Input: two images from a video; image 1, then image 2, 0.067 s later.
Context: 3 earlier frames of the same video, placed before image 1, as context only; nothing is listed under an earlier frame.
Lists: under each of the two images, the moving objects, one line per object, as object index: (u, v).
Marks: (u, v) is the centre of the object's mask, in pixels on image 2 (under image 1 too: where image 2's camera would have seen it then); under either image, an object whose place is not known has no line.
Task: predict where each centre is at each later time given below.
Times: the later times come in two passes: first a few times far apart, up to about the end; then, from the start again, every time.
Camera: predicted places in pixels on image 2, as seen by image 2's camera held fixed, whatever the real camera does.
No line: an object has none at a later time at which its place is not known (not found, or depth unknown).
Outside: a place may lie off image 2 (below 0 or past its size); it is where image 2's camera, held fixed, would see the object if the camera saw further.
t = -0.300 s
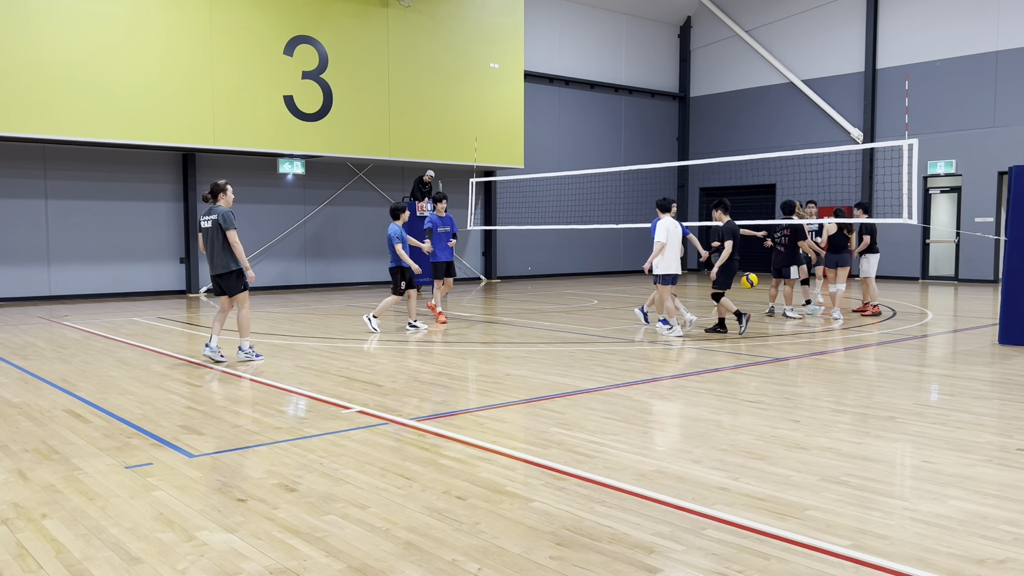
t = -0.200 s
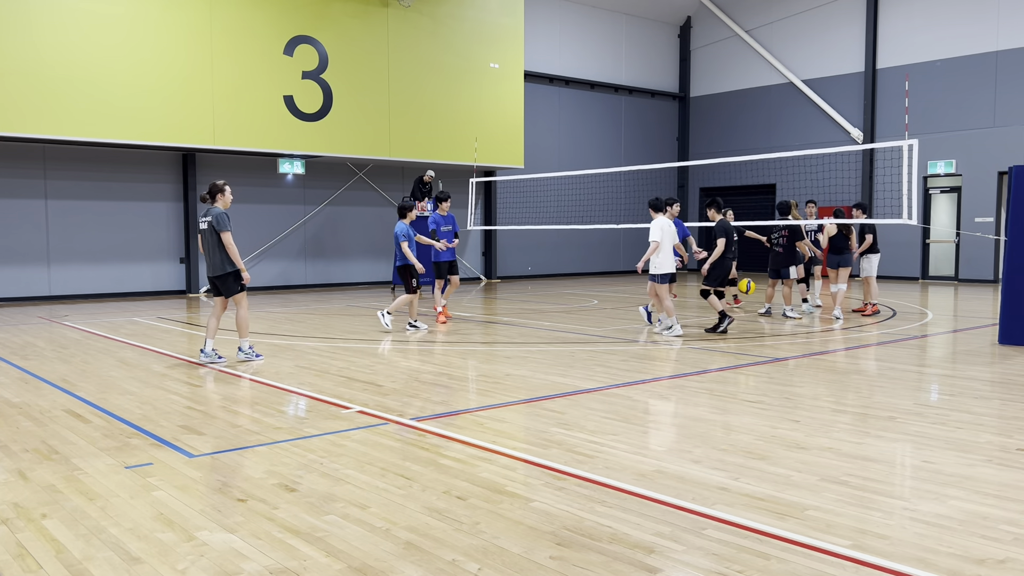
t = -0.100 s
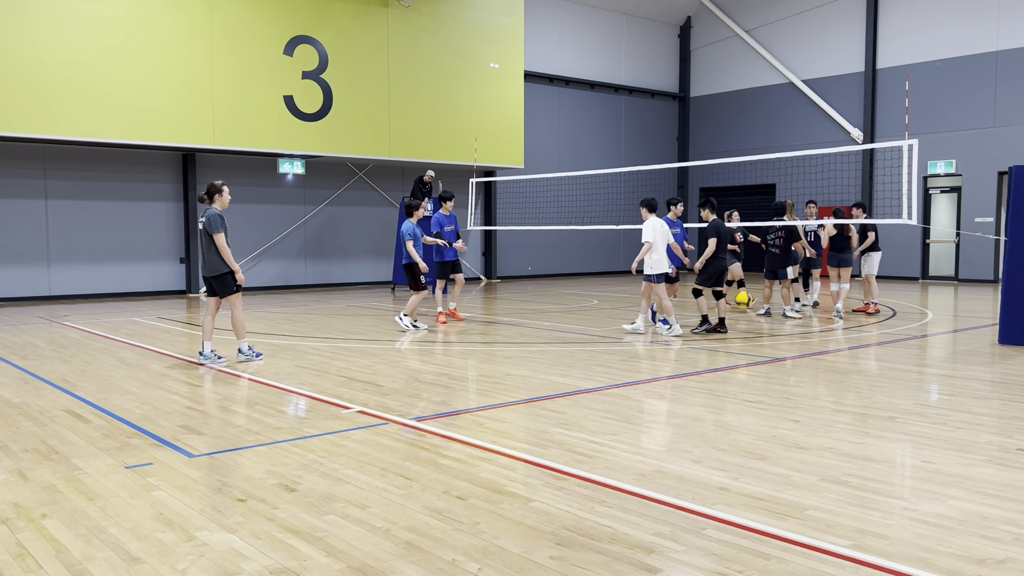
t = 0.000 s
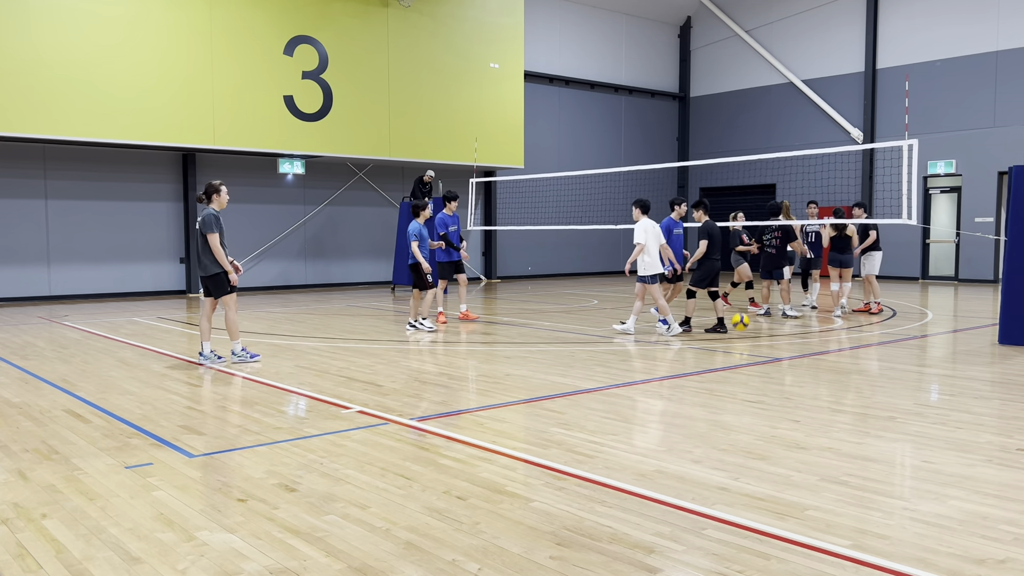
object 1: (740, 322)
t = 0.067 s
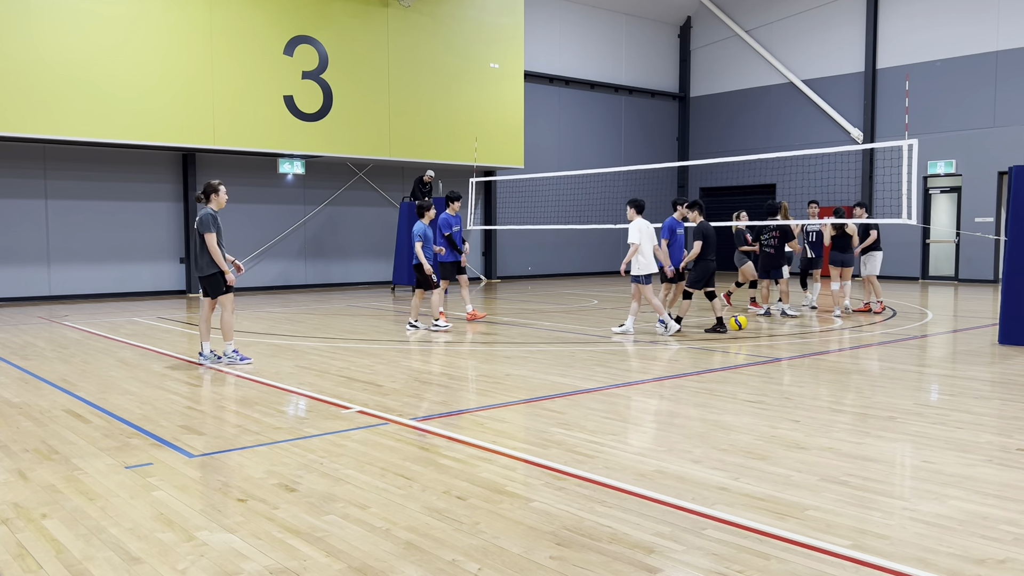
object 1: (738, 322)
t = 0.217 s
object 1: (733, 303)
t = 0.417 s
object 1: (726, 305)
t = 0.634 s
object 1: (718, 332)
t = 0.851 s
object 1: (710, 318)
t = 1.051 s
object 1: (701, 340)
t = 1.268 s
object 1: (692, 331)
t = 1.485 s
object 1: (682, 347)
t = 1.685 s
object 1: (673, 345)
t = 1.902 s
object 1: (663, 350)
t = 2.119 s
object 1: (652, 357)
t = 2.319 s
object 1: (641, 363)
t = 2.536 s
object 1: (629, 368)
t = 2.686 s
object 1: (620, 373)
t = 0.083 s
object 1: (738, 319)
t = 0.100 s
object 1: (737, 317)
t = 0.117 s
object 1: (737, 314)
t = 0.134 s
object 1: (736, 312)
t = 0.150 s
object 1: (736, 310)
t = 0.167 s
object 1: (735, 308)
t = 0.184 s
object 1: (735, 306)
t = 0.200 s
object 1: (734, 305)
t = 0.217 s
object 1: (733, 303)
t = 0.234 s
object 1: (733, 302)
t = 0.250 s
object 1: (732, 302)
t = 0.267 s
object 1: (732, 301)
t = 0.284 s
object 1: (731, 300)
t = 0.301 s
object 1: (730, 300)
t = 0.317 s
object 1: (730, 300)
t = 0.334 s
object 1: (729, 300)
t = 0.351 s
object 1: (729, 301)
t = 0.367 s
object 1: (728, 302)
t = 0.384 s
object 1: (728, 303)
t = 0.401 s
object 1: (727, 304)
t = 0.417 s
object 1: (726, 305)
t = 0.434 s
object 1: (726, 307)
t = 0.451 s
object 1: (725, 308)
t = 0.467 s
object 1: (724, 311)
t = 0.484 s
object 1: (724, 313)
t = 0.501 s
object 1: (723, 316)
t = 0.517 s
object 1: (722, 319)
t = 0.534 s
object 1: (722, 322)
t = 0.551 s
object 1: (721, 325)
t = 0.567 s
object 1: (721, 328)
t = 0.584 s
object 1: (720, 333)
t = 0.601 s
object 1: (719, 336)
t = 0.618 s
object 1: (719, 335)
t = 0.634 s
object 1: (718, 332)
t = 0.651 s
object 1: (717, 330)
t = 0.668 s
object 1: (717, 328)
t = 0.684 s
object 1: (716, 326)
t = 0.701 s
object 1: (716, 324)
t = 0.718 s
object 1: (715, 322)
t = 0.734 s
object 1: (715, 320)
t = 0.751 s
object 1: (714, 319)
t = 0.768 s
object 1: (713, 319)
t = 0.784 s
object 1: (712, 318)
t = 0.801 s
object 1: (712, 318)
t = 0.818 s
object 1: (711, 317)
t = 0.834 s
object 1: (710, 317)
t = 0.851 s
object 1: (710, 318)
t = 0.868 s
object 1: (709, 318)
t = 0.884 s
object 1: (708, 319)
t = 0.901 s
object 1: (708, 320)
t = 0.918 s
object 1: (707, 321)
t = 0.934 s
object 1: (707, 323)
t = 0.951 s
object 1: (706, 324)
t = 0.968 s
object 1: (705, 326)
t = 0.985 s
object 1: (704, 328)
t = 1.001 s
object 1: (704, 331)
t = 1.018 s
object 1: (703, 334)
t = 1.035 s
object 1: (702, 336)
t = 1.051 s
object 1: (701, 340)
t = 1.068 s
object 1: (701, 344)
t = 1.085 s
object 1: (700, 343)
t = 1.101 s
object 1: (699, 340)
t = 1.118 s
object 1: (699, 338)
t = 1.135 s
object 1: (698, 336)
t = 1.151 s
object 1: (697, 335)
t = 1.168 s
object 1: (697, 333)
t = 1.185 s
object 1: (696, 332)
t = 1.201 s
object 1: (695, 332)
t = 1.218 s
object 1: (694, 331)
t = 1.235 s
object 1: (694, 331)
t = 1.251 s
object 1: (693, 331)
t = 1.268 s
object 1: (692, 331)
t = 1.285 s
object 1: (691, 331)
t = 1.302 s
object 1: (690, 332)
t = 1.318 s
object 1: (690, 333)
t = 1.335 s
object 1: (689, 334)
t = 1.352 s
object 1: (688, 336)
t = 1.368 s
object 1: (687, 337)
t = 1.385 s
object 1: (687, 339)
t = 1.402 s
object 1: (686, 342)
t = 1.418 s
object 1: (685, 344)
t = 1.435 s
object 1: (685, 348)
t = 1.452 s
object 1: (684, 350)
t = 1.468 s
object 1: (683, 349)
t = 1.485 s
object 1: (682, 347)
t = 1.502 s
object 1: (681, 345)
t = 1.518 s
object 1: (681, 344)
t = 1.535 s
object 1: (680, 343)
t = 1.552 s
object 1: (679, 342)
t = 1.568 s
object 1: (679, 342)
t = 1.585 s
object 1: (678, 341)
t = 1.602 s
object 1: (677, 341)
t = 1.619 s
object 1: (676, 341)
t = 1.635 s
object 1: (676, 342)
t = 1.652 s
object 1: (675, 343)
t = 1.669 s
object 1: (674, 344)
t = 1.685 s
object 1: (673, 345)
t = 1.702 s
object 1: (672, 347)
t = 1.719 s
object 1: (672, 349)
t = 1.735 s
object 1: (671, 351)
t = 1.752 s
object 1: (670, 354)
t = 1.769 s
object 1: (669, 356)
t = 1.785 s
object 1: (668, 354)
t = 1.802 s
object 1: (668, 353)
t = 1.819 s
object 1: (667, 352)
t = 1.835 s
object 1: (666, 351)
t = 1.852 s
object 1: (665, 350)
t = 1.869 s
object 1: (665, 350)
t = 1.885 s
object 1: (664, 350)
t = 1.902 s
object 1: (663, 350)
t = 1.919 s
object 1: (662, 350)
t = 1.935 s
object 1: (661, 351)
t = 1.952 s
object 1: (660, 352)
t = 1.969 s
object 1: (659, 353)
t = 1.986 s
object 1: (659, 355)
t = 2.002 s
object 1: (658, 356)
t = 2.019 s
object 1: (657, 359)
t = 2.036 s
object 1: (656, 361)
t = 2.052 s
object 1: (655, 360)
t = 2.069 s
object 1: (654, 359)
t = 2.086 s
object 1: (654, 358)
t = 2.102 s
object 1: (653, 357)
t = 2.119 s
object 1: (652, 357)
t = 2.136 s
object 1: (651, 357)
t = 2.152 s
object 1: (650, 357)
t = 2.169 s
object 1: (649, 357)
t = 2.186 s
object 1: (648, 358)
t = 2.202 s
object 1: (647, 359)
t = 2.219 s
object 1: (647, 360)
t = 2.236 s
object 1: (646, 362)
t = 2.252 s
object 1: (645, 364)
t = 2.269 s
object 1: (644, 366)
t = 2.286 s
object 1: (643, 364)
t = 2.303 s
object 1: (642, 363)
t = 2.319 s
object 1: (641, 363)
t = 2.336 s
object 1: (640, 363)
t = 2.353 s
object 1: (639, 363)
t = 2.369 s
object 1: (639, 363)
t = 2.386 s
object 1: (638, 364)
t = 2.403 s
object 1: (637, 365)
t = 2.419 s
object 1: (636, 366)
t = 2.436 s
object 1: (635, 368)
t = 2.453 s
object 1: (634, 370)
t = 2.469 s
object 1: (633, 369)
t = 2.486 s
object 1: (632, 369)
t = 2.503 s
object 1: (631, 368)
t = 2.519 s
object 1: (630, 368)
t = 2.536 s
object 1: (629, 368)
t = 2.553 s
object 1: (628, 369)
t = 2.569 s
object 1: (627, 370)
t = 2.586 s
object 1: (626, 371)
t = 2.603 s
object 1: (625, 373)
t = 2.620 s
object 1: (624, 373)
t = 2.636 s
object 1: (623, 373)
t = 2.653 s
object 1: (622, 372)
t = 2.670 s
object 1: (621, 372)
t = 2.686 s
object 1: (620, 373)
